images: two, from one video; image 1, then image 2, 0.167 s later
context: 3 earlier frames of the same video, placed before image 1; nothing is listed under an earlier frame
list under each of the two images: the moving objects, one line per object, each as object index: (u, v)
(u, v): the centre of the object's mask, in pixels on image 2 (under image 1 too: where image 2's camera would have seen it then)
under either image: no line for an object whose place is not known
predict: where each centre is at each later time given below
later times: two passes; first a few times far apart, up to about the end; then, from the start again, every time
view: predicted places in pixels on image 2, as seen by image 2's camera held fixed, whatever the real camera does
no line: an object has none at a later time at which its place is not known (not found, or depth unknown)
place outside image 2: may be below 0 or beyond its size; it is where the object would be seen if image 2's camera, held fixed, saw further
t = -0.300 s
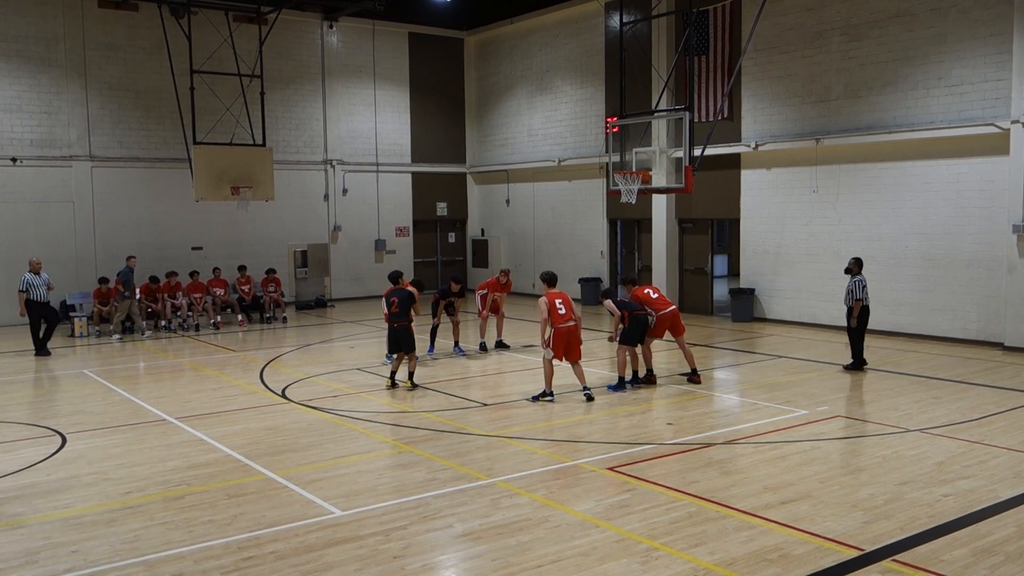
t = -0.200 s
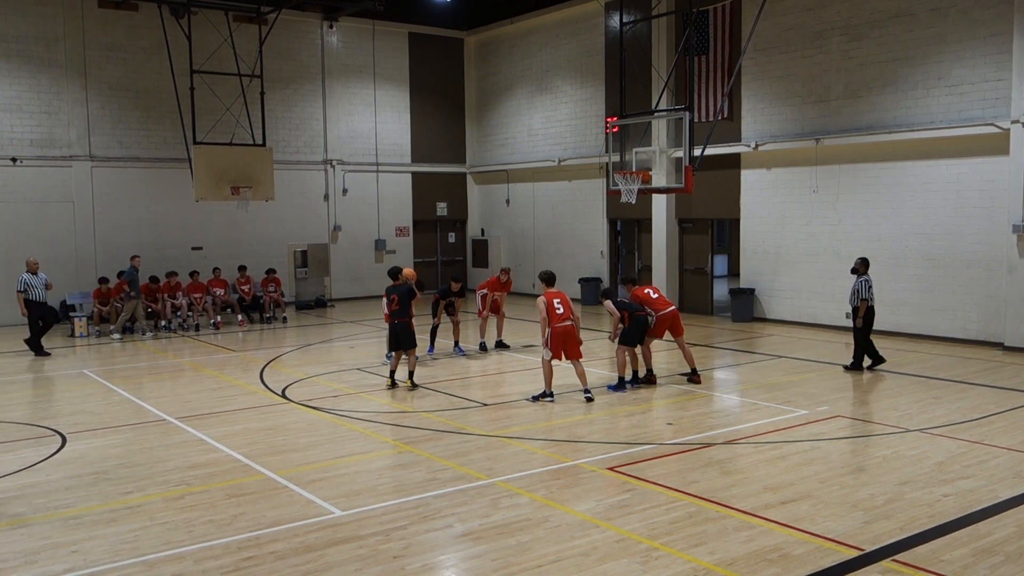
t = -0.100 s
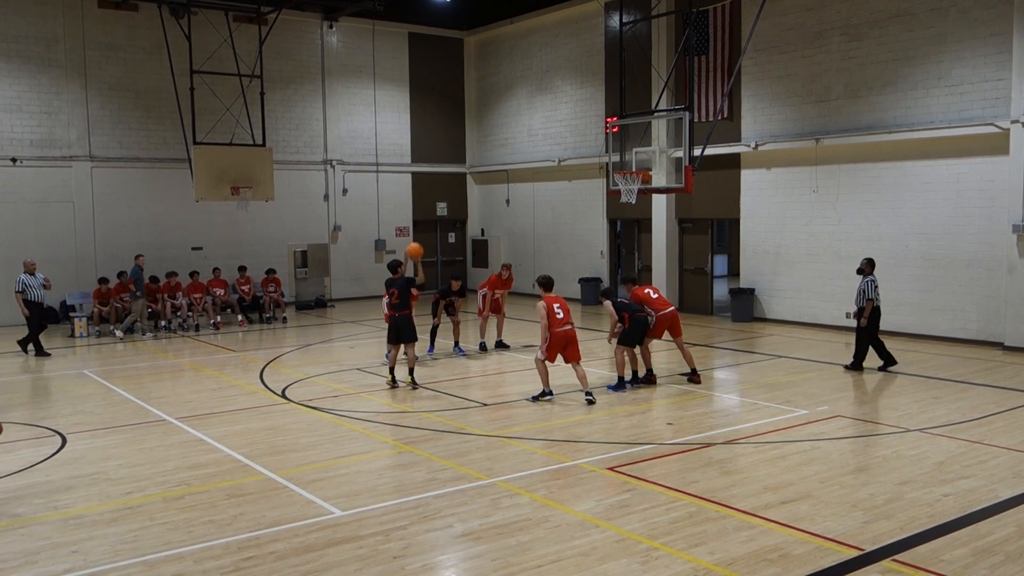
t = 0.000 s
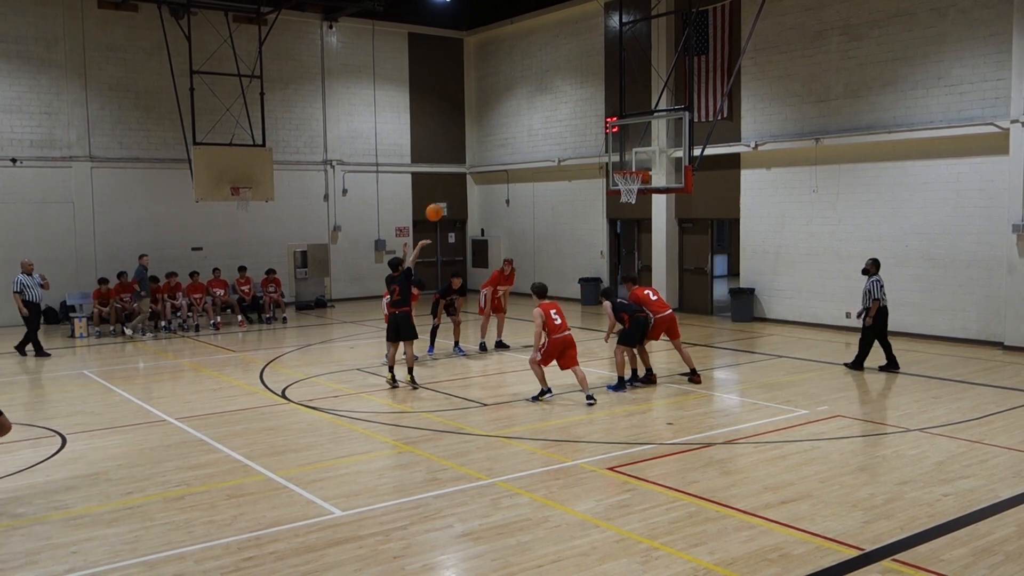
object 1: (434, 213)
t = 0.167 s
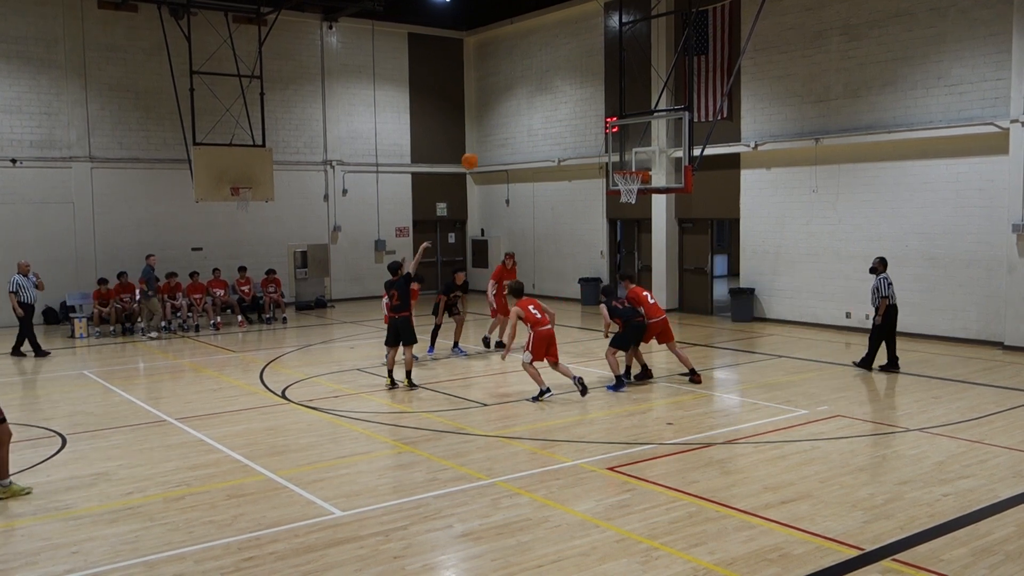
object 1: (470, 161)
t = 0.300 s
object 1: (497, 135)
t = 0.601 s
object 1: (554, 119)
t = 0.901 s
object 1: (607, 160)
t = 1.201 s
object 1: (576, 154)
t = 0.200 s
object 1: (477, 153)
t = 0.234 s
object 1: (483, 146)
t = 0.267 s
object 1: (490, 140)
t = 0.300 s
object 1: (497, 135)
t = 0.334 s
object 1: (503, 130)
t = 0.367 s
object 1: (510, 126)
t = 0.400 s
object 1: (517, 123)
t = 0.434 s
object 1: (523, 121)
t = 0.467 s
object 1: (529, 119)
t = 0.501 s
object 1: (536, 118)
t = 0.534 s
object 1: (542, 118)
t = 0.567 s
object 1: (548, 118)
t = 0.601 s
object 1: (554, 119)
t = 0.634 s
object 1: (561, 121)
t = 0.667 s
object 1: (566, 124)
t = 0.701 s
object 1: (572, 127)
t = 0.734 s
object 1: (578, 131)
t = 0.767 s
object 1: (584, 136)
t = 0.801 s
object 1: (590, 141)
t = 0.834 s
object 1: (595, 147)
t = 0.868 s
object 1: (601, 153)
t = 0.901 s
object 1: (607, 160)
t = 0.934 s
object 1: (611, 166)
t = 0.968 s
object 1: (608, 164)
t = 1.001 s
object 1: (603, 161)
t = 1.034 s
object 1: (599, 159)
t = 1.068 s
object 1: (594, 156)
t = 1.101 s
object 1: (590, 155)
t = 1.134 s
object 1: (585, 154)
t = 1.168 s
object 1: (581, 154)
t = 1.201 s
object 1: (576, 154)
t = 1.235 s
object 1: (572, 155)
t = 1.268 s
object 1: (567, 157)
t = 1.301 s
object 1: (563, 160)
